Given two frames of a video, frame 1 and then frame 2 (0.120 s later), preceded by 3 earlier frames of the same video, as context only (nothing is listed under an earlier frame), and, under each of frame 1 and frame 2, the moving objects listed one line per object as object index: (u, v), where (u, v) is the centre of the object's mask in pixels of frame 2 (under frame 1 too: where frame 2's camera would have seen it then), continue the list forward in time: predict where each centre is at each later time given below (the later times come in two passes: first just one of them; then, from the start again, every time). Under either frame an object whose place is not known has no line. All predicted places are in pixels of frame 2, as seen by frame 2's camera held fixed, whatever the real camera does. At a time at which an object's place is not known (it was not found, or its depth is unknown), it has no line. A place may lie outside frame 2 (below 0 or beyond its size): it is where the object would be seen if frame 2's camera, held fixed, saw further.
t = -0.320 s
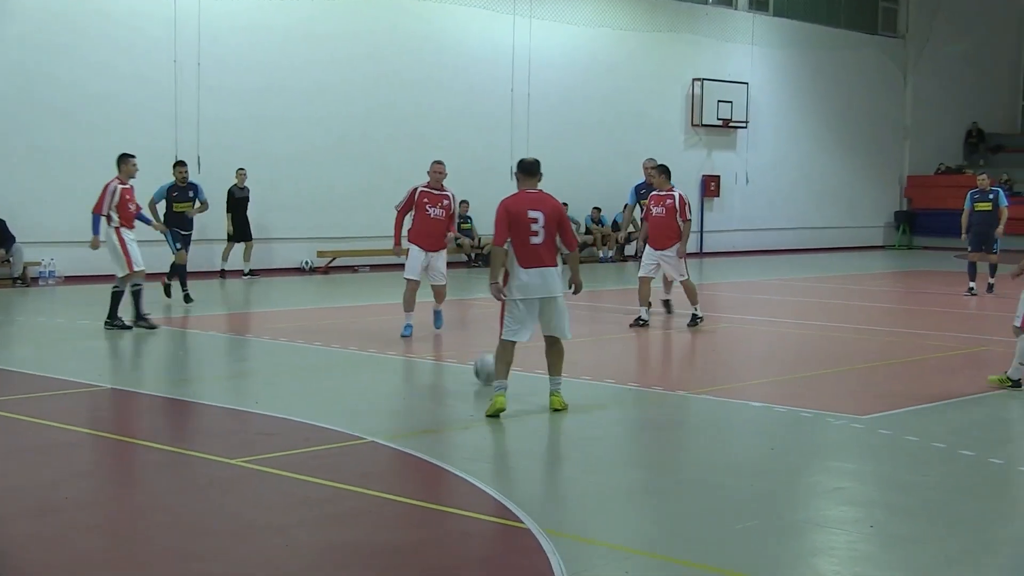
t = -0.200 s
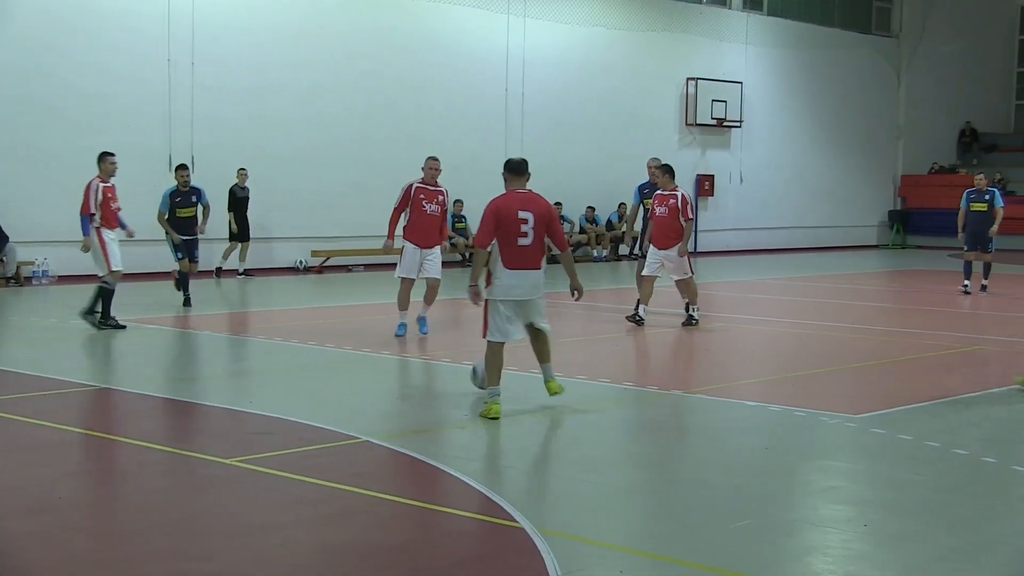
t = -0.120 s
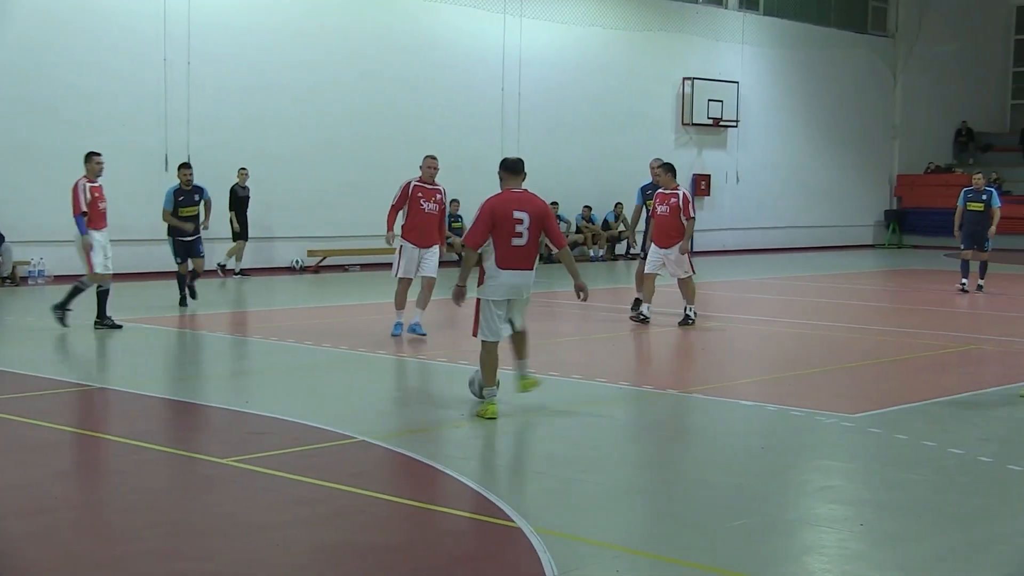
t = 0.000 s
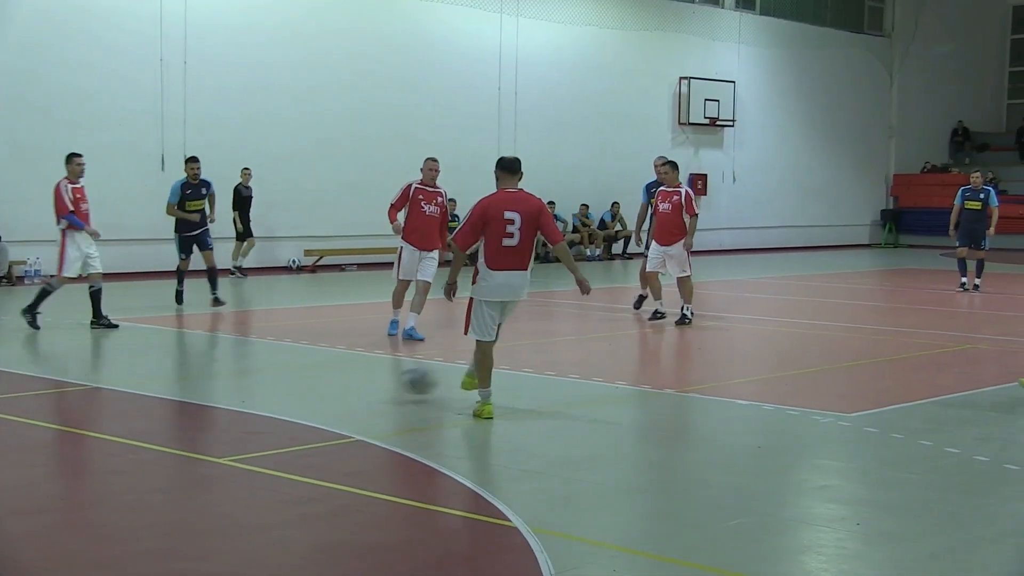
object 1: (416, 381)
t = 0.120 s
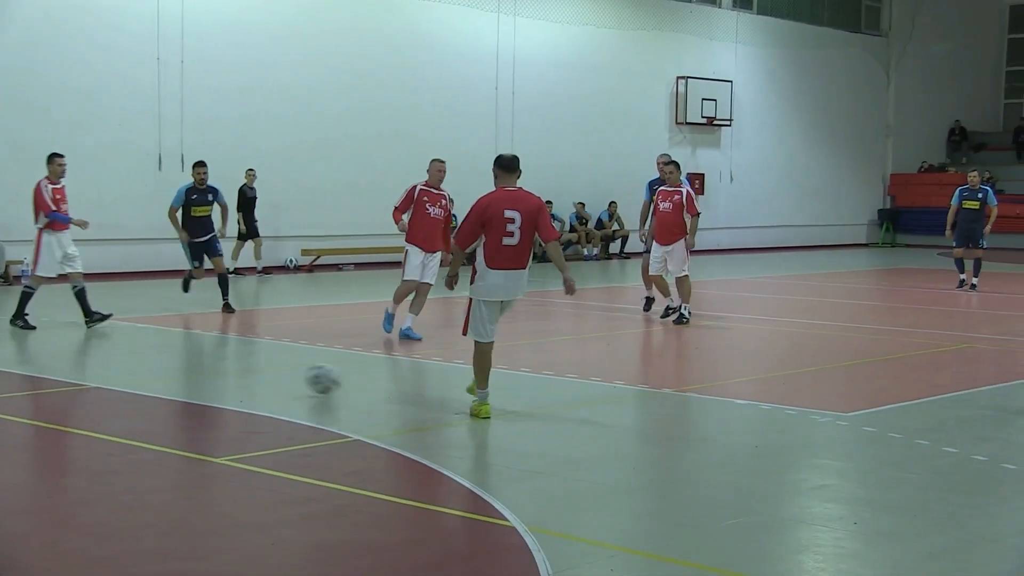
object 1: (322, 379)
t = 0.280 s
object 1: (222, 379)
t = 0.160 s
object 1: (298, 377)
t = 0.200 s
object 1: (272, 378)
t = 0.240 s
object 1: (248, 376)
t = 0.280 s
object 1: (222, 379)
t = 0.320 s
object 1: (202, 375)
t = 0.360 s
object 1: (181, 375)
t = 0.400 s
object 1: (162, 375)
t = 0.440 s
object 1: (142, 378)
